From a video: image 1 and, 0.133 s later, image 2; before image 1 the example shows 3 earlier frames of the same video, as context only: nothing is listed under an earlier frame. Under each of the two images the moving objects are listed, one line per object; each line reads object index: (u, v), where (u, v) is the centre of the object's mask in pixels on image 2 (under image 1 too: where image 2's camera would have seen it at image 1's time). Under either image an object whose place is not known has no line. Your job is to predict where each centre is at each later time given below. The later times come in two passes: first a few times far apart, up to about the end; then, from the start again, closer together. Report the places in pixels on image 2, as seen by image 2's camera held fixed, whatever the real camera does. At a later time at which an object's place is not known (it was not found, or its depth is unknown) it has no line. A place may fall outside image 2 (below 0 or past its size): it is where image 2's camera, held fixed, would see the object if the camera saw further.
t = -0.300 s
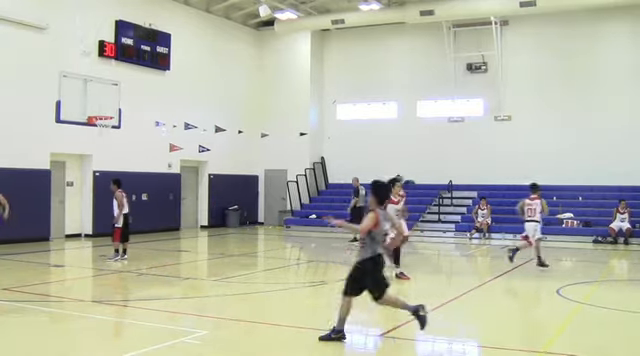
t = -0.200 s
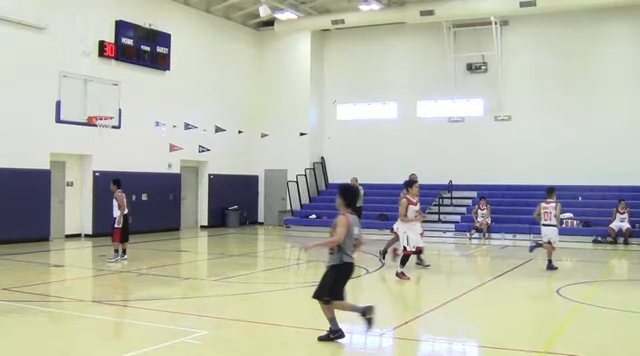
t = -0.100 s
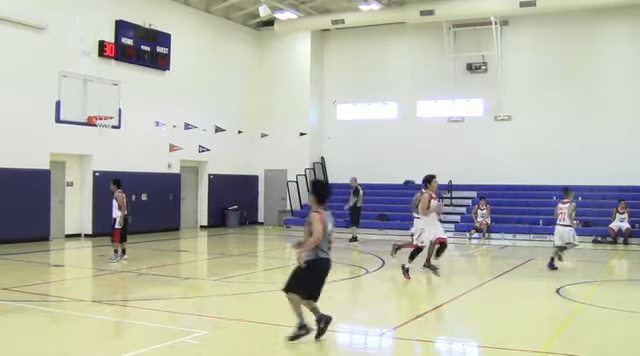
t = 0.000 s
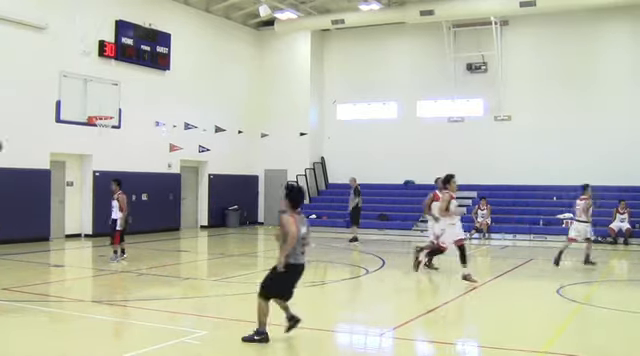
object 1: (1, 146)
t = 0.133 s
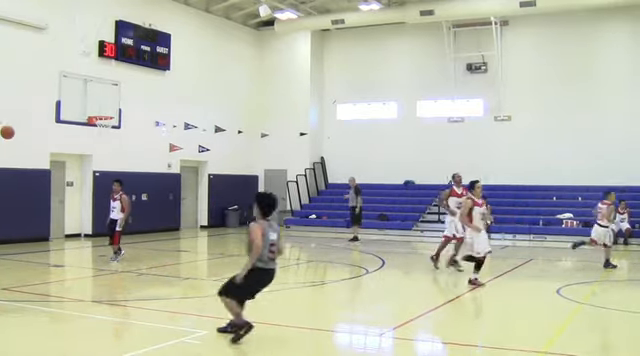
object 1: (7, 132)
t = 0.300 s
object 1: (24, 125)
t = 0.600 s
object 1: (61, 162)
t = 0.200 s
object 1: (13, 127)
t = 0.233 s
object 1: (17, 126)
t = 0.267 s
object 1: (20, 125)
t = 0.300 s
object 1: (24, 125)
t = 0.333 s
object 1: (27, 126)
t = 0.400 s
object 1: (35, 129)
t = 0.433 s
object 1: (39, 132)
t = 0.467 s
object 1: (43, 136)
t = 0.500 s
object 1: (47, 140)
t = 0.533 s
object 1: (51, 147)
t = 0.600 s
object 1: (61, 162)
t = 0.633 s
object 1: (66, 172)
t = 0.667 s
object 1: (71, 184)
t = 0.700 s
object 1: (77, 197)
